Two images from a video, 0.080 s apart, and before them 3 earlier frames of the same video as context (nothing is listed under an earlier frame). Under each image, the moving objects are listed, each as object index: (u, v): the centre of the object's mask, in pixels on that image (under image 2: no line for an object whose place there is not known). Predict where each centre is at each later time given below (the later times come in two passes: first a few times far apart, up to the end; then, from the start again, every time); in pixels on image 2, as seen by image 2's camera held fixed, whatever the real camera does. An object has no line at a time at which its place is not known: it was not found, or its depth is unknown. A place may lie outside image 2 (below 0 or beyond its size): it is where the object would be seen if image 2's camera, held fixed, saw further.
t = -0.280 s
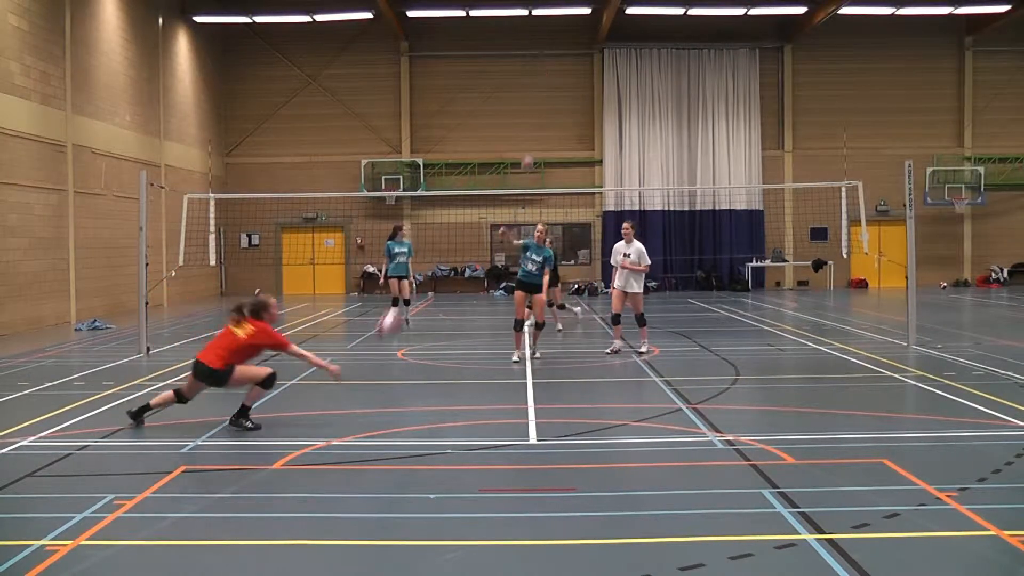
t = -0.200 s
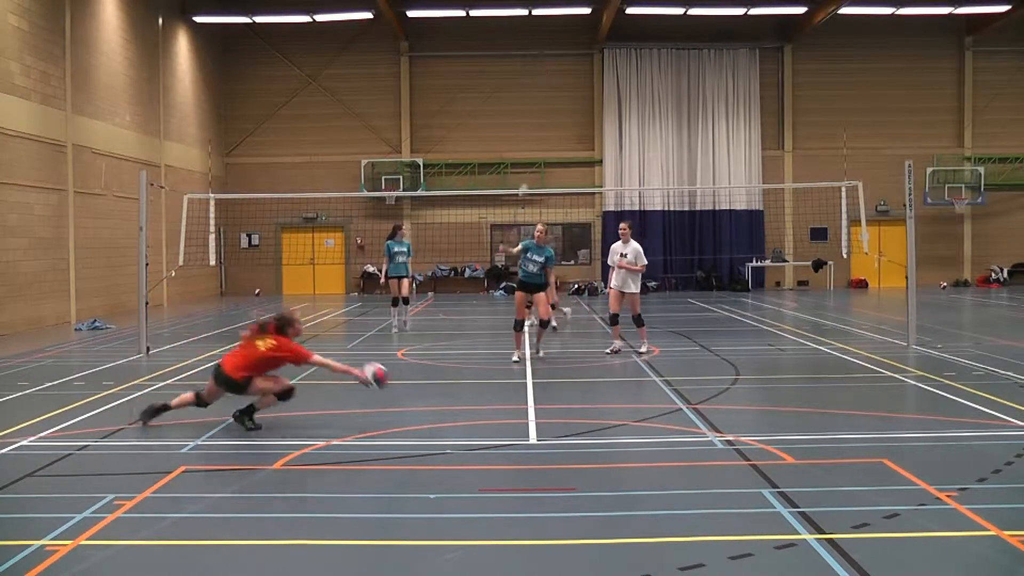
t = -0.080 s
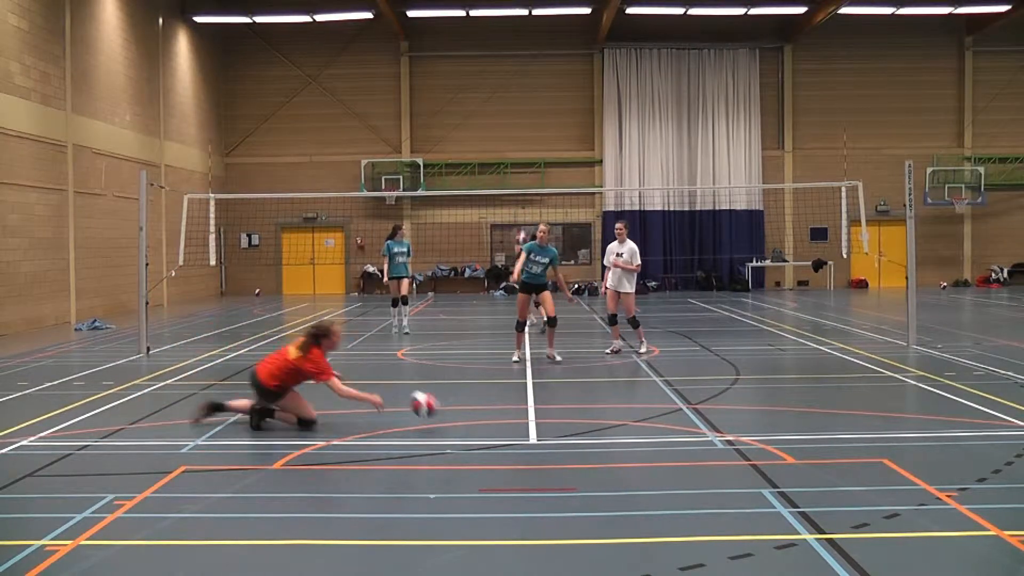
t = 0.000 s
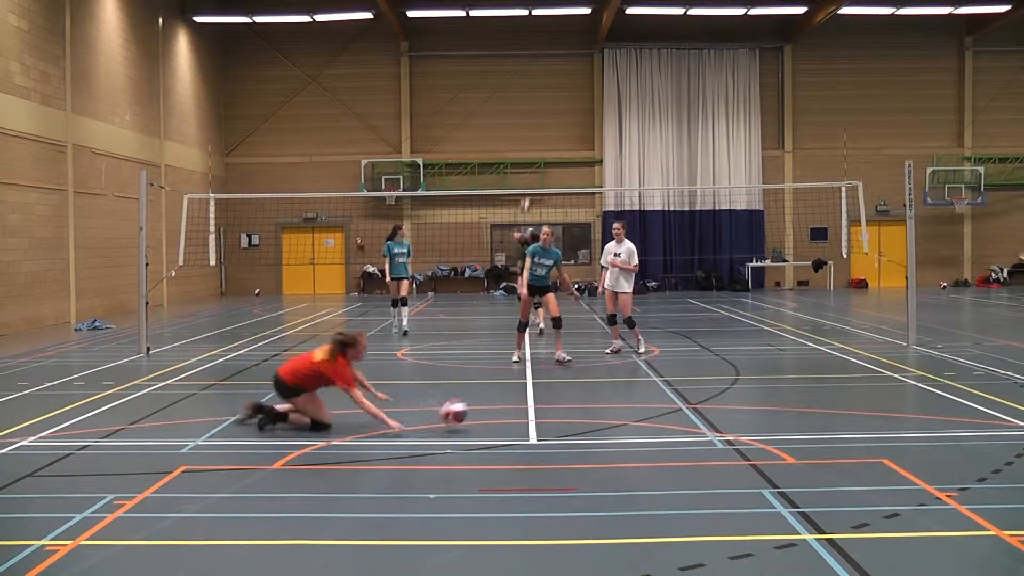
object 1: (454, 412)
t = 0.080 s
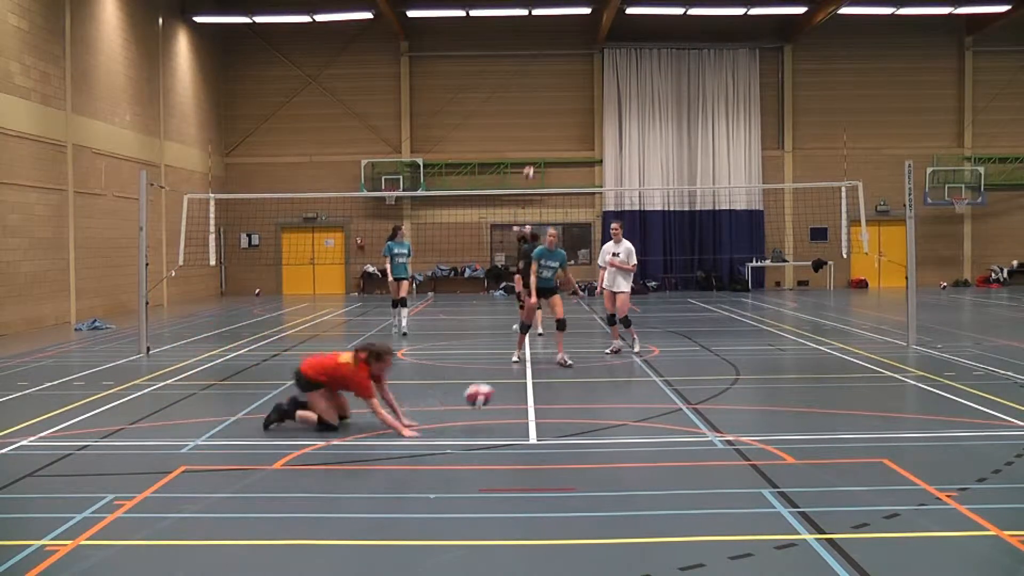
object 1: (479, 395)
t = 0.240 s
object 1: (527, 382)
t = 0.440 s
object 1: (587, 410)
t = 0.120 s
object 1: (490, 388)
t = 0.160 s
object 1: (503, 384)
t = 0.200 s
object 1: (515, 382)
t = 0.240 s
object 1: (527, 382)
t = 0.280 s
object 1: (540, 385)
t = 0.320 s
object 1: (552, 388)
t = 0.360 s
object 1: (564, 394)
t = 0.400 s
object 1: (576, 400)
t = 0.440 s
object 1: (587, 410)
